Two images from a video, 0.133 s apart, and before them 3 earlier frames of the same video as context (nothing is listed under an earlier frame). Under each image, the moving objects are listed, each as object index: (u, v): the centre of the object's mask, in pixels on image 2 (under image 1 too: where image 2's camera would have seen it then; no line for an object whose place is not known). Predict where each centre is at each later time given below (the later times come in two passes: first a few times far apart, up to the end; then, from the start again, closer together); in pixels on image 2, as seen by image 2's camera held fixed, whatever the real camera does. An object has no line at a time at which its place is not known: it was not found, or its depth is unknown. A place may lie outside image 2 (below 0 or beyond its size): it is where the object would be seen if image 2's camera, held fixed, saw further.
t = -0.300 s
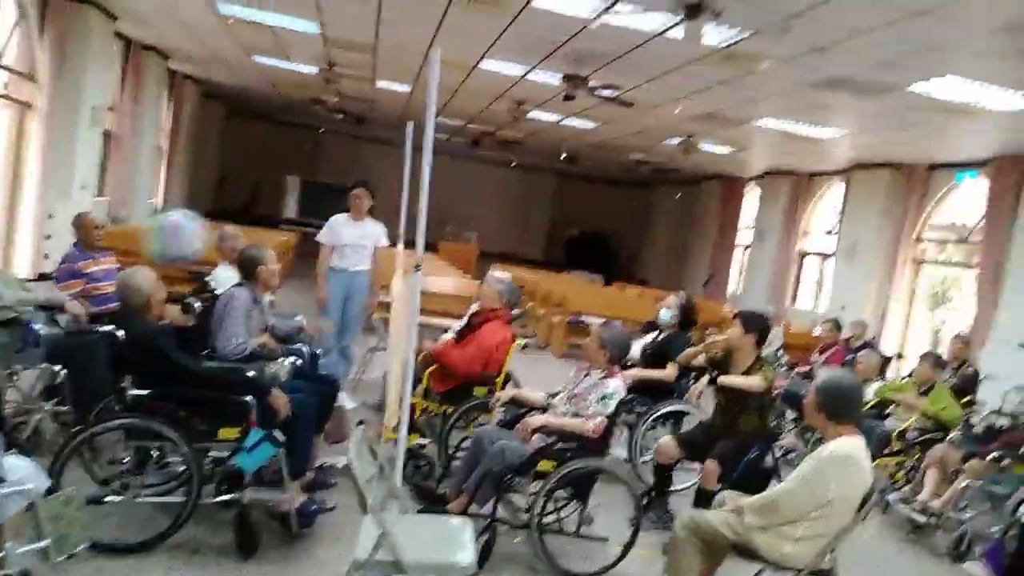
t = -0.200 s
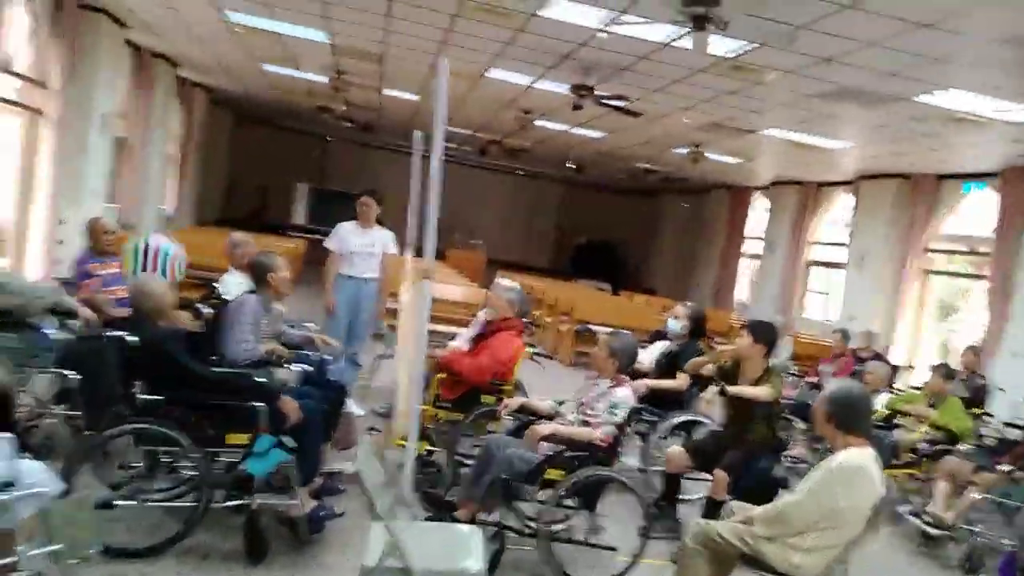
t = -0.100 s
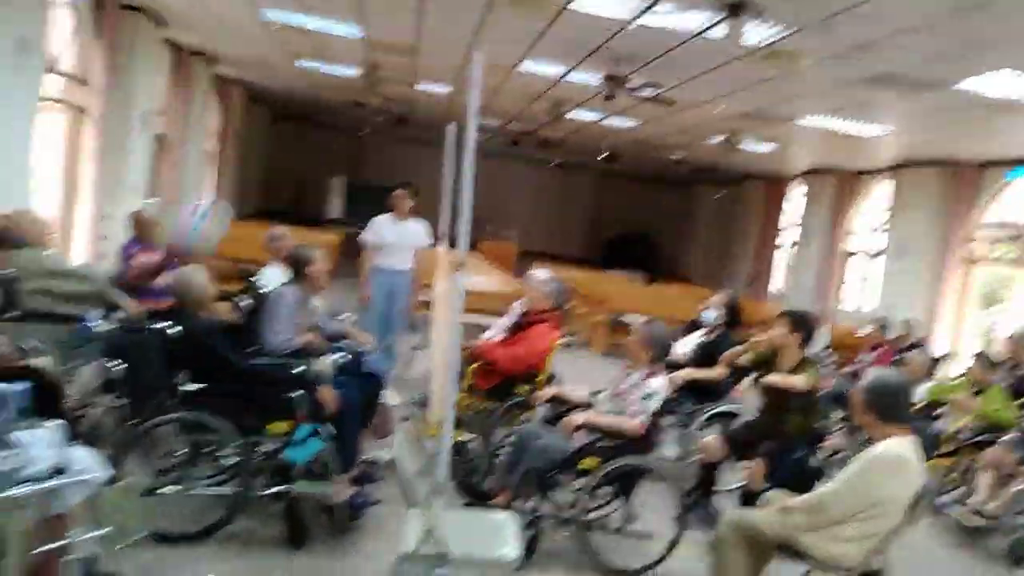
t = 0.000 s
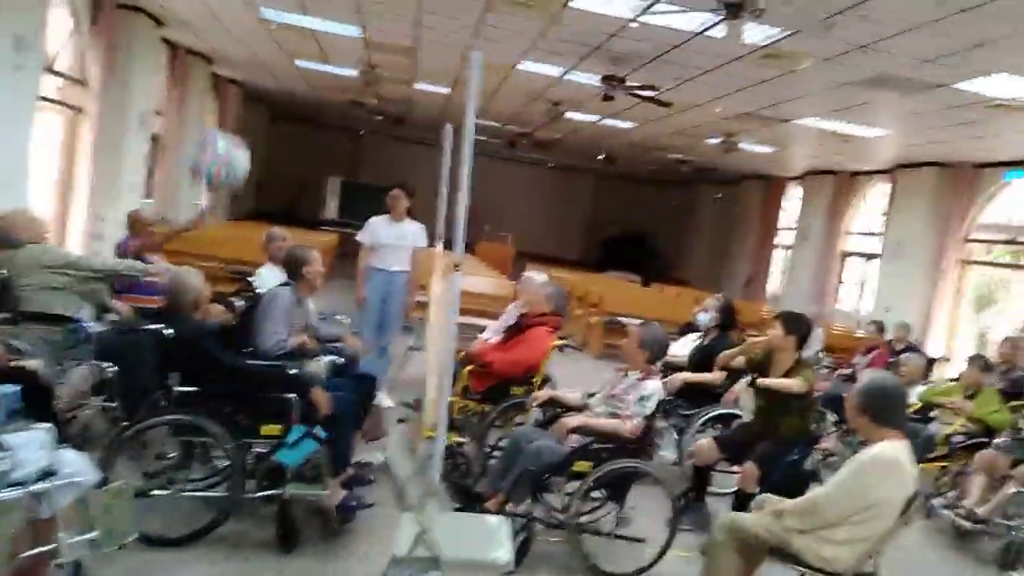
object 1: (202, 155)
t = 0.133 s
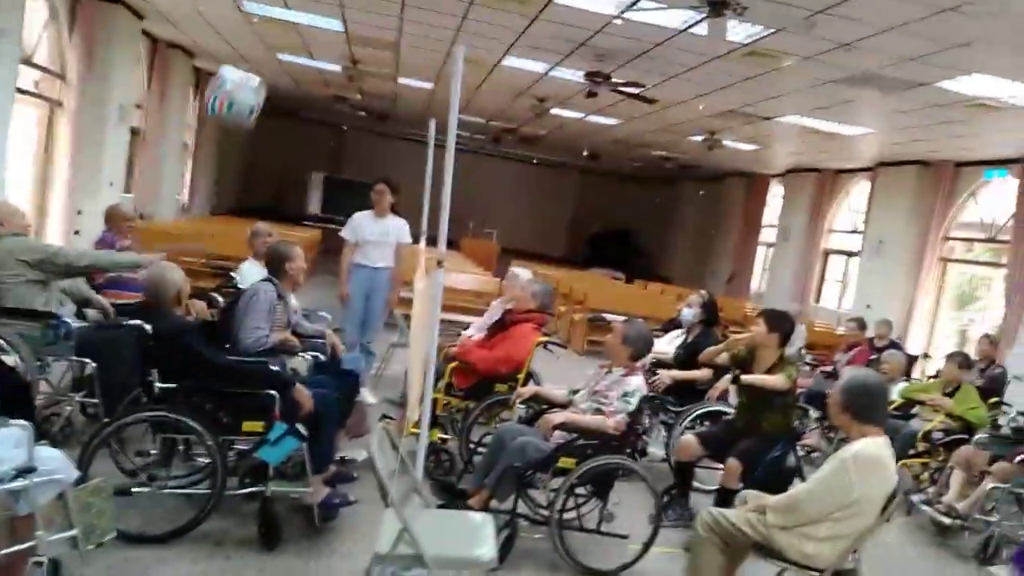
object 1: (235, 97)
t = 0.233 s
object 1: (254, 72)
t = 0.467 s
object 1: (283, 48)
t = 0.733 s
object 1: (299, 49)
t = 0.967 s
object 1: (307, 75)
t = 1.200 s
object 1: (308, 120)
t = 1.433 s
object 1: (301, 176)
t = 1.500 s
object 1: (299, 195)
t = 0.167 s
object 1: (241, 87)
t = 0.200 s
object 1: (248, 79)
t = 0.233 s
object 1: (254, 72)
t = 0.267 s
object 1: (258, 66)
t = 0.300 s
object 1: (262, 60)
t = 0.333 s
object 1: (270, 56)
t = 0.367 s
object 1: (274, 52)
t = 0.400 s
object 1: (277, 50)
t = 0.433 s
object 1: (280, 49)
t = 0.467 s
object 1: (283, 48)
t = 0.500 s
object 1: (287, 45)
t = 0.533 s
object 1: (290, 43)
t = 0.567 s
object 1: (292, 42)
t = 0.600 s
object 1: (294, 43)
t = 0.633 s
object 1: (296, 45)
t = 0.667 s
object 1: (298, 45)
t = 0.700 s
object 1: (299, 47)
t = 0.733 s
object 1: (299, 49)
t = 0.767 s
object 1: (302, 52)
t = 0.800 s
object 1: (304, 55)
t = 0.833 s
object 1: (305, 57)
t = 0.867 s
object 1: (306, 59)
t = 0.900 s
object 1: (306, 66)
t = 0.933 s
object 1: (306, 71)
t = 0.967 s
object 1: (307, 75)
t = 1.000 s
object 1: (308, 81)
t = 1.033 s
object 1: (309, 86)
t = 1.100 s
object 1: (308, 100)
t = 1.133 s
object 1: (308, 105)
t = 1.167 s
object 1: (308, 112)
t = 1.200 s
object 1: (308, 120)
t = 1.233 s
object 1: (307, 128)
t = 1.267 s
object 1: (307, 136)
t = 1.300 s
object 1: (305, 143)
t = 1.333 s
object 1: (304, 152)
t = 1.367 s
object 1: (303, 160)
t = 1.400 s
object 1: (302, 167)
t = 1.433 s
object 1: (301, 176)
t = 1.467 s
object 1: (300, 185)
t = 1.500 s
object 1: (299, 195)
